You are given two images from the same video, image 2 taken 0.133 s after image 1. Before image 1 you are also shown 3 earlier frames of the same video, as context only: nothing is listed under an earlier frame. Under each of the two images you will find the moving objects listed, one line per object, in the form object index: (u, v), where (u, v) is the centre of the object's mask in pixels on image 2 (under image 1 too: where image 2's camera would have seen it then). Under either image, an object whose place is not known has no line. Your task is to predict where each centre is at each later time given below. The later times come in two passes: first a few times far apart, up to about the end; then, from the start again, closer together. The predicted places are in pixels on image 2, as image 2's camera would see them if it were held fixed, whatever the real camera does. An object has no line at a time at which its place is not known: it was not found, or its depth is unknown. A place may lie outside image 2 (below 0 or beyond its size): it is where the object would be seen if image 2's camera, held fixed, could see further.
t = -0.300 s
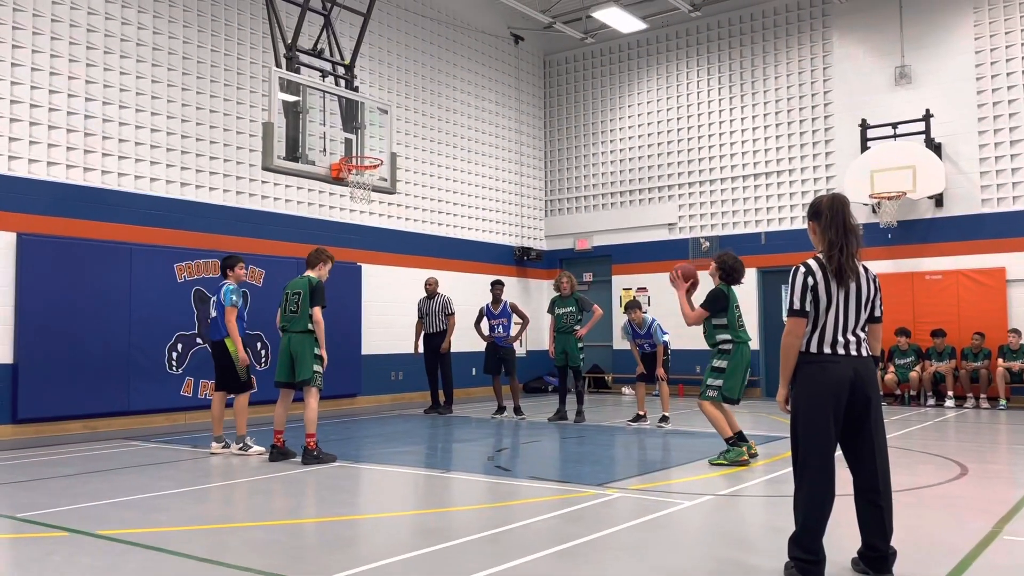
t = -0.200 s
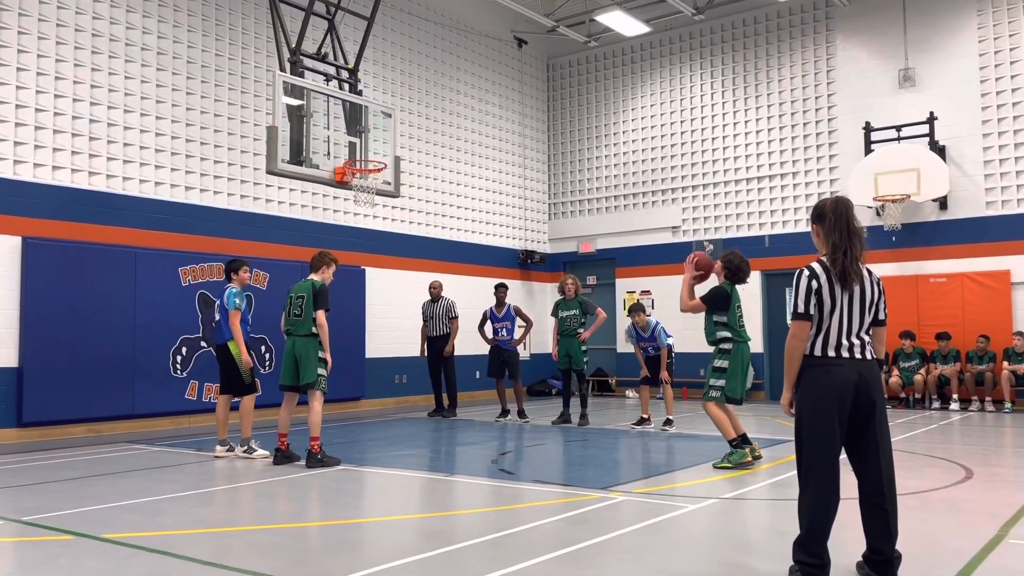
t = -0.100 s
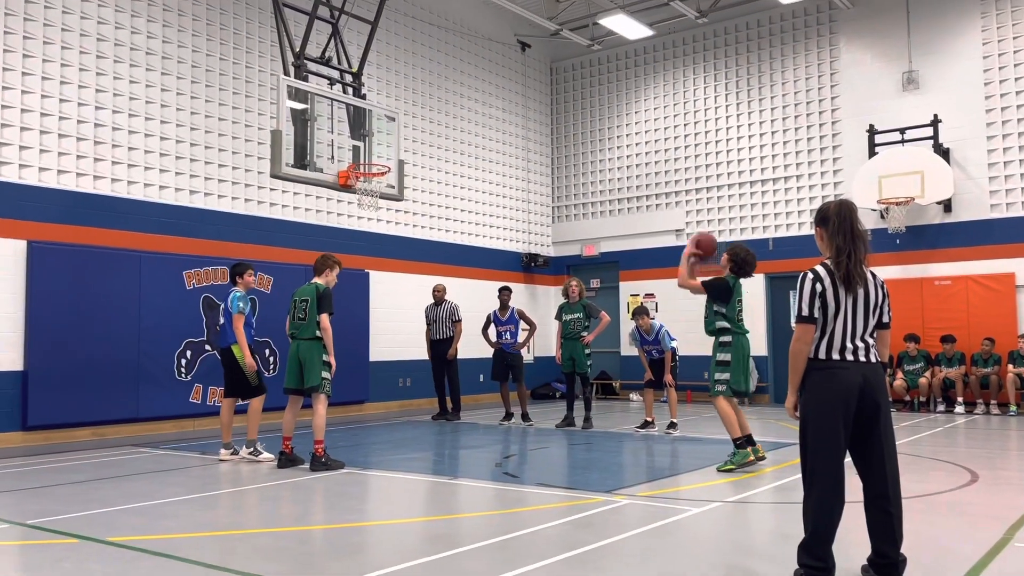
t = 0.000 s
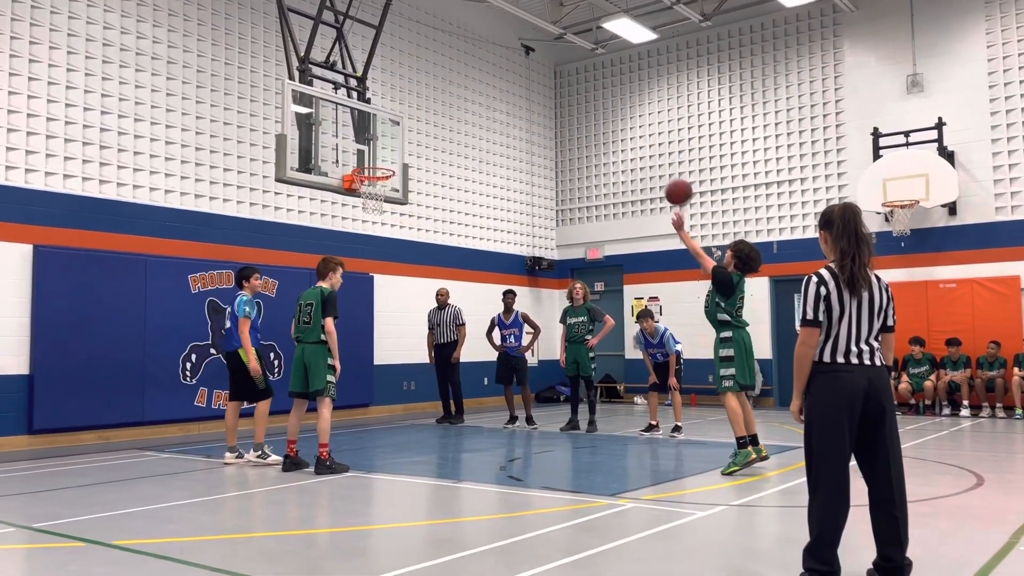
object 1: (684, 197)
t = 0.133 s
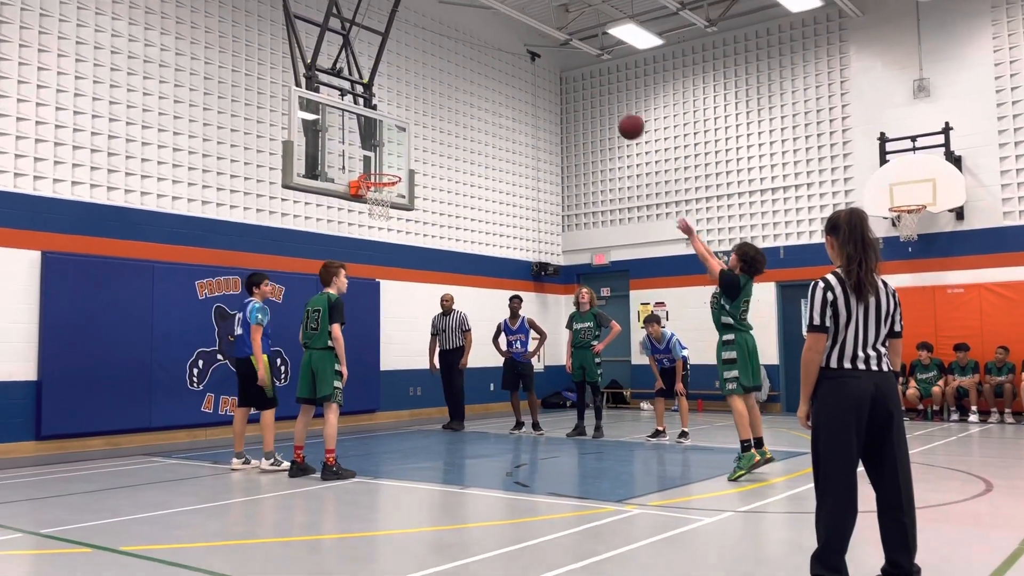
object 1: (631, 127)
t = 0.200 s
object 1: (607, 101)
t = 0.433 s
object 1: (529, 52)
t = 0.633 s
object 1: (472, 55)
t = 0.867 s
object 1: (413, 102)
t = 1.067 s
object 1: (370, 171)
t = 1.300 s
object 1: (394, 190)
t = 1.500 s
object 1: (379, 197)
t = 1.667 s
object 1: (369, 218)
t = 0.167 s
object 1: (619, 113)
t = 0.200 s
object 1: (607, 101)
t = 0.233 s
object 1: (595, 90)
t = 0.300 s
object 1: (572, 72)
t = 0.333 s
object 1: (561, 65)
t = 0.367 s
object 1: (550, 60)
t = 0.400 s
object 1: (539, 55)
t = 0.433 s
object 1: (529, 52)
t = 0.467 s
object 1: (520, 50)
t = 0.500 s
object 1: (510, 48)
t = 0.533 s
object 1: (500, 49)
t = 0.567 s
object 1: (490, 50)
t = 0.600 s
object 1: (481, 52)
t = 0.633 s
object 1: (472, 55)
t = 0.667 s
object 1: (463, 59)
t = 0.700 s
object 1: (454, 64)
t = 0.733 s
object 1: (446, 70)
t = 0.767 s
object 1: (437, 77)
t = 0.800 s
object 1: (429, 84)
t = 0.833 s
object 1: (421, 92)
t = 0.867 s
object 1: (413, 102)
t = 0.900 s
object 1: (405, 112)
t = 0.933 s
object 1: (398, 123)
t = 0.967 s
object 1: (390, 134)
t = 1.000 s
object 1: (383, 147)
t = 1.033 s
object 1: (375, 160)
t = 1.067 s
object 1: (370, 171)
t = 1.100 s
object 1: (374, 180)
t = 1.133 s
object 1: (380, 183)
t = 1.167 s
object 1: (386, 184)
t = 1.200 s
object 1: (391, 186)
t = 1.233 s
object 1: (394, 187)
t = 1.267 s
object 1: (395, 190)
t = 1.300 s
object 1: (394, 190)
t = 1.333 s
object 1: (393, 191)
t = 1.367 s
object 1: (391, 192)
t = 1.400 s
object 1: (388, 192)
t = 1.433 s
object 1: (385, 193)
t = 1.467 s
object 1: (383, 189)
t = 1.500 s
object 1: (379, 197)
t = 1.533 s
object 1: (377, 201)
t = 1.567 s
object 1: (374, 204)
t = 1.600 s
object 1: (372, 208)
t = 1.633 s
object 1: (370, 215)
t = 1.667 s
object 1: (369, 218)
